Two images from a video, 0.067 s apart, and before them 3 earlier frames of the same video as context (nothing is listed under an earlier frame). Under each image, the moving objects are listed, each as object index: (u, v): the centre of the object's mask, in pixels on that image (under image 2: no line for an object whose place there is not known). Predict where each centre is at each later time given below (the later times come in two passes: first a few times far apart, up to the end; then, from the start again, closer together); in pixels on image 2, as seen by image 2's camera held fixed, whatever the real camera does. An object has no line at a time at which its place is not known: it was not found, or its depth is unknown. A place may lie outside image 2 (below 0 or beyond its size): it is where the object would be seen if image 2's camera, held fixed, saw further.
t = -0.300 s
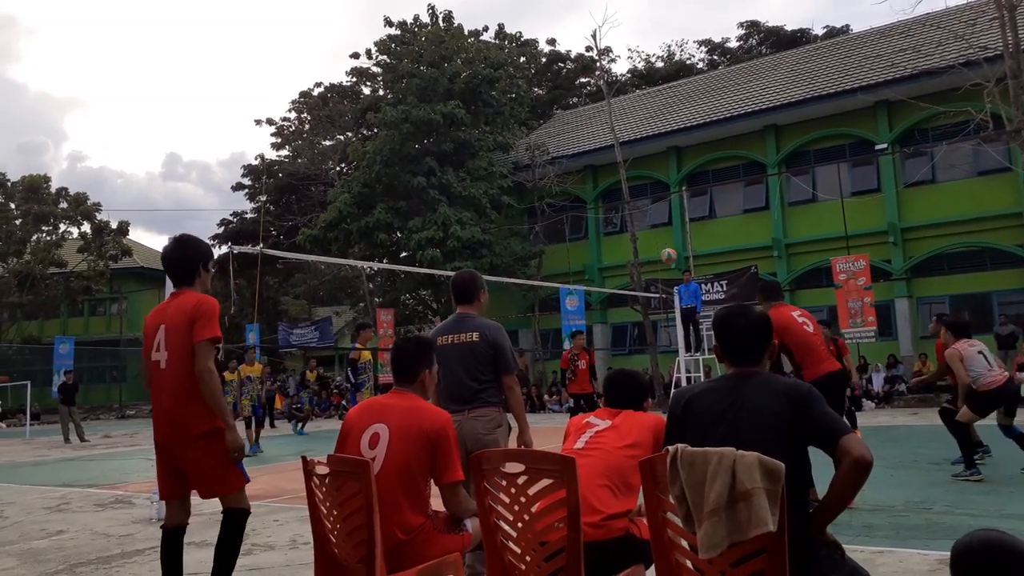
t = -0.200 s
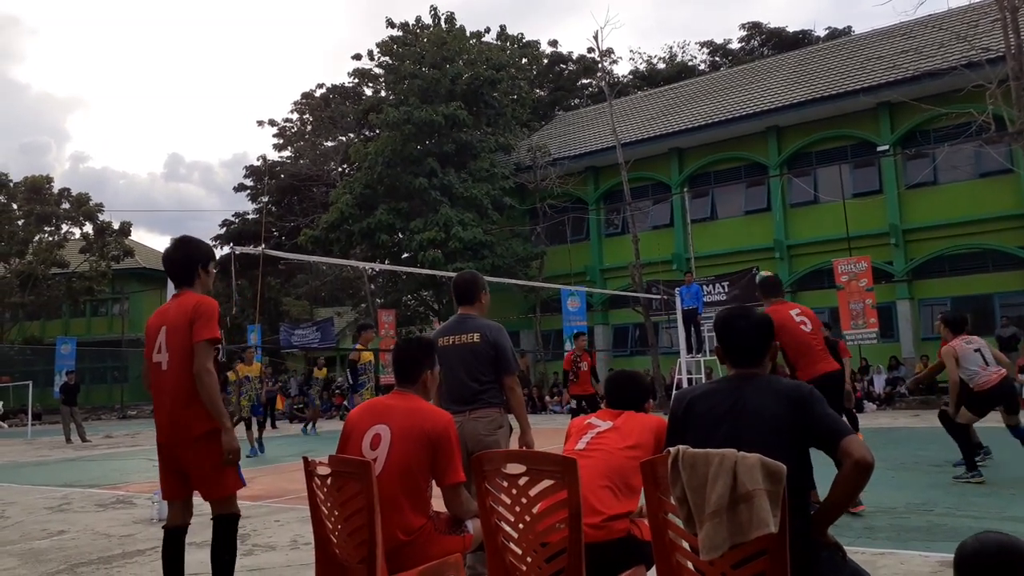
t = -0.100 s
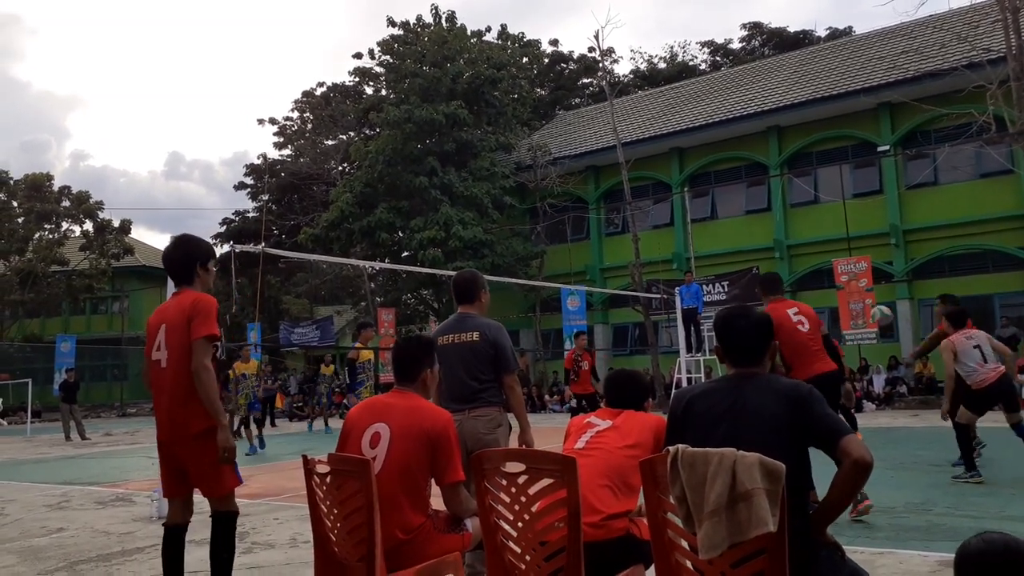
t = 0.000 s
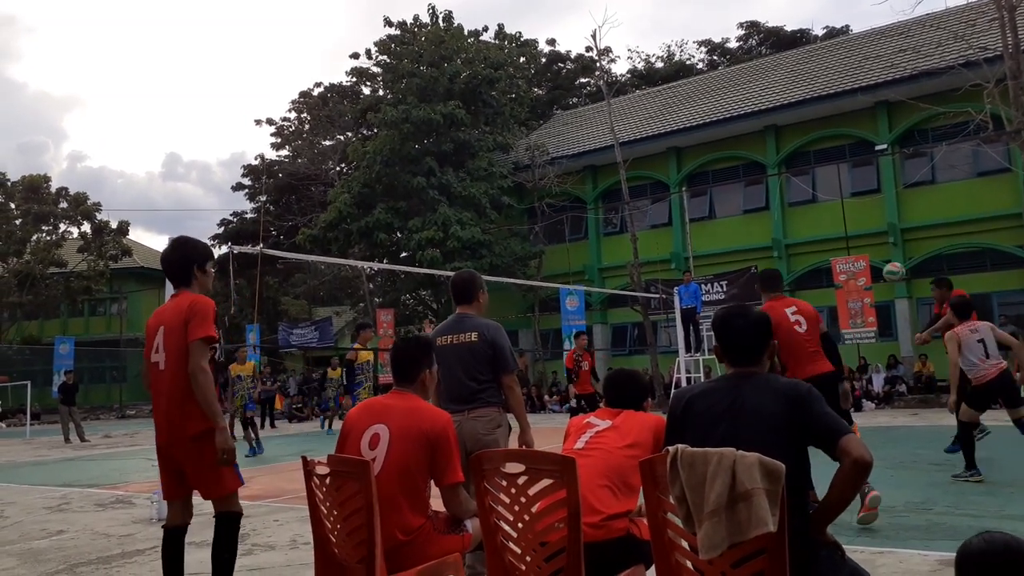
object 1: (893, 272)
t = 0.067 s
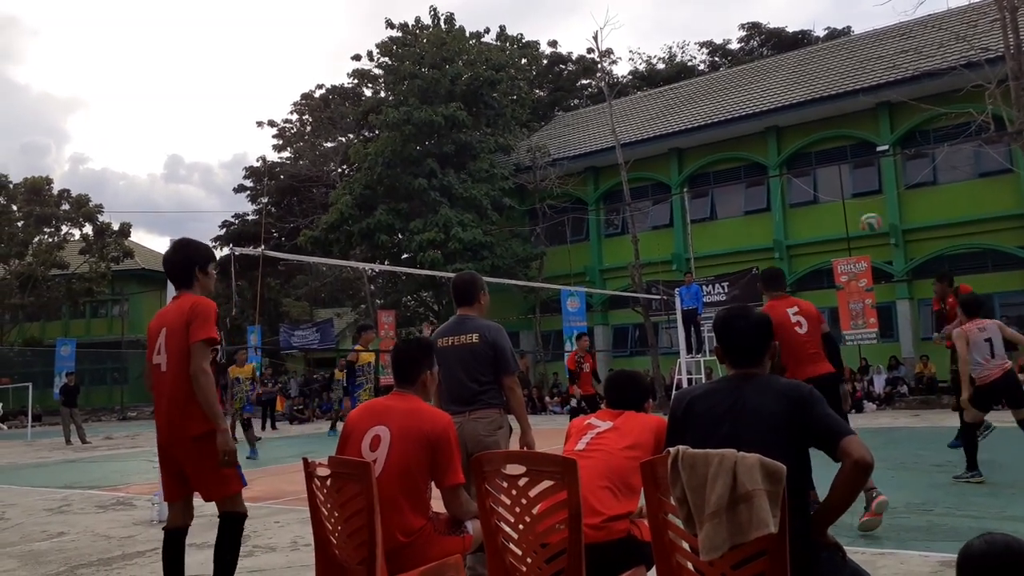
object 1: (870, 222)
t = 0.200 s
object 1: (823, 134)
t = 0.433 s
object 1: (746, 21)
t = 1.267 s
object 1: (508, 32)
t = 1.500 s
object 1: (447, 169)
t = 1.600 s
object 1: (420, 250)
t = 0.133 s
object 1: (846, 175)
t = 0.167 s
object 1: (834, 155)
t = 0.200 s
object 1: (823, 134)
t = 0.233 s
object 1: (811, 116)
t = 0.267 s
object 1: (800, 98)
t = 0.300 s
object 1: (788, 80)
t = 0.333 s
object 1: (777, 64)
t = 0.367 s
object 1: (767, 48)
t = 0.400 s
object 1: (758, 31)
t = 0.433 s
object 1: (746, 21)
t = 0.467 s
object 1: (736, 9)
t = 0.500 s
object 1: (725, 3)
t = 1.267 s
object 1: (508, 32)
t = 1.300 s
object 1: (499, 45)
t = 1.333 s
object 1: (490, 63)
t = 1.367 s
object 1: (482, 82)
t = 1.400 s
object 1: (473, 102)
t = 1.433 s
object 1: (464, 123)
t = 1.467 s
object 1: (455, 145)
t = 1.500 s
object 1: (447, 169)
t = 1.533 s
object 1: (438, 195)
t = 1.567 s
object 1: (429, 221)
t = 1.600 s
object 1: (420, 250)
